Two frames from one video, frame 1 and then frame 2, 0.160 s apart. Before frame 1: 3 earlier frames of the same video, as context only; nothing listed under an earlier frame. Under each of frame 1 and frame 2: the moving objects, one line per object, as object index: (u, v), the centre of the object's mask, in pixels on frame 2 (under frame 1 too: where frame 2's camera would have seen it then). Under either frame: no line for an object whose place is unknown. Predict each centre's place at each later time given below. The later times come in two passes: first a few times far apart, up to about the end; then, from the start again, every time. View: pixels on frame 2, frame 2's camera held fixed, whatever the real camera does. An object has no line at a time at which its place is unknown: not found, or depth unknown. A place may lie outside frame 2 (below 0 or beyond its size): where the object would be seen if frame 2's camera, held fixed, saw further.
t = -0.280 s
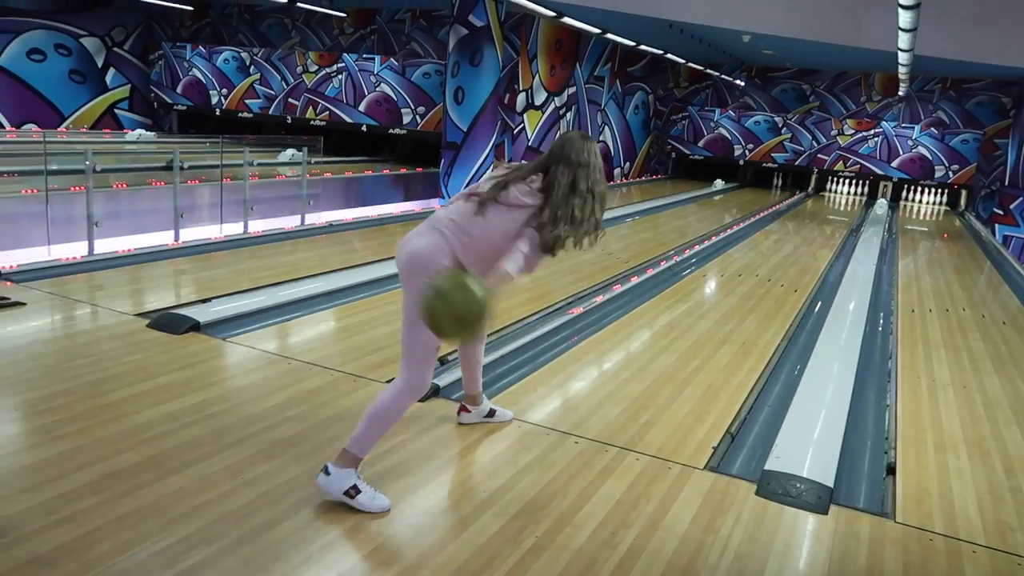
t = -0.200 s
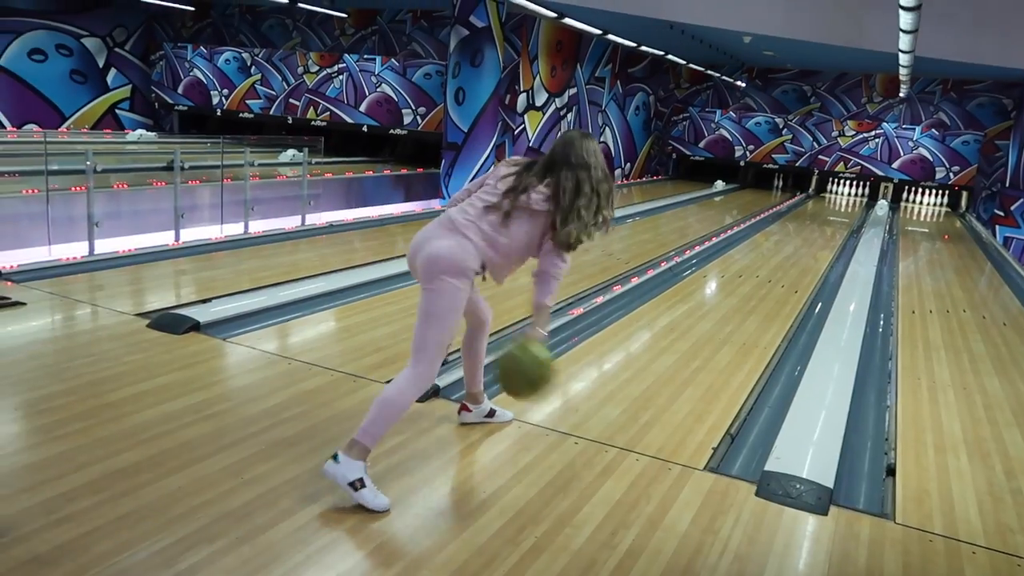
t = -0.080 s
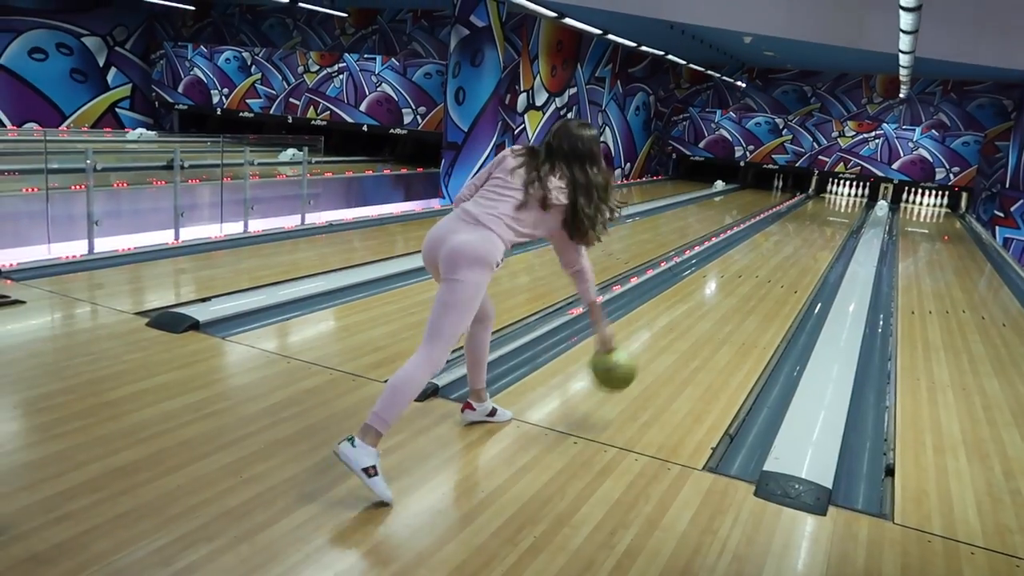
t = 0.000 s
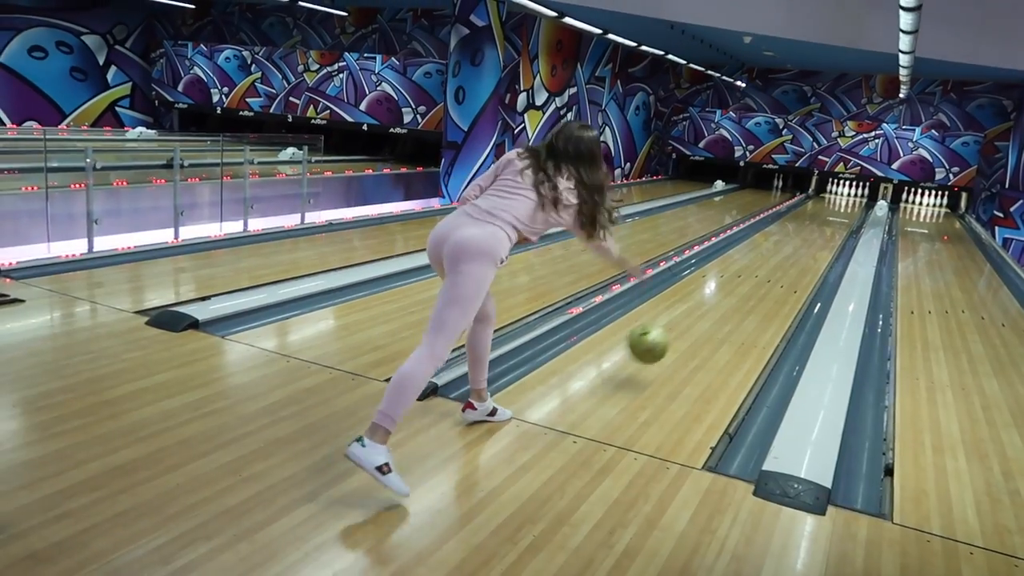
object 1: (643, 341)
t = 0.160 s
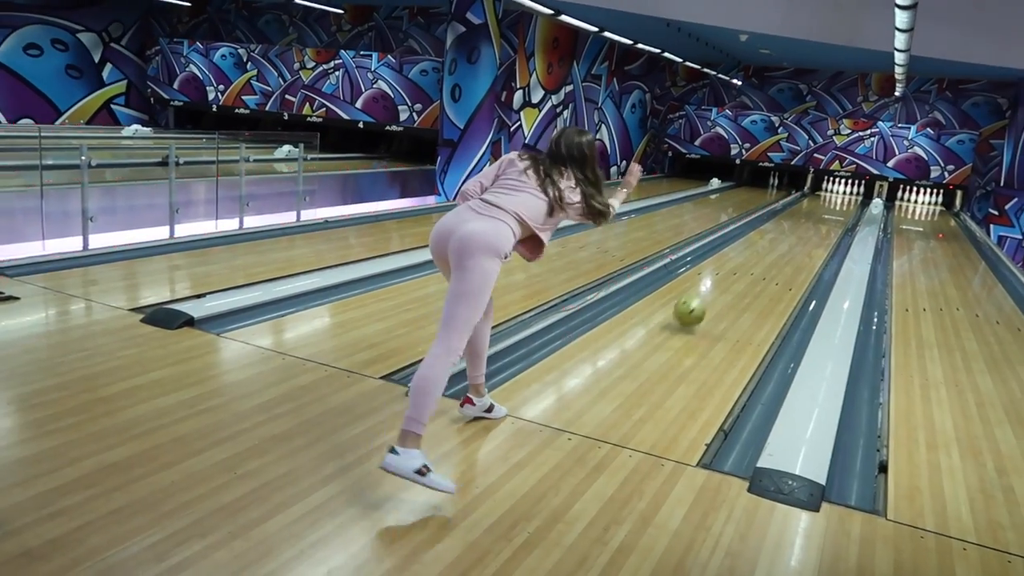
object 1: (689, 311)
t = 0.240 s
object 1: (705, 297)
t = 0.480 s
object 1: (740, 263)
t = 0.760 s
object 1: (765, 237)
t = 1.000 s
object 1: (780, 224)
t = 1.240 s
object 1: (790, 213)
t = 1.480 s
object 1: (798, 205)
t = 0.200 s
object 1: (698, 302)
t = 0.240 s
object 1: (705, 297)
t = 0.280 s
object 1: (713, 291)
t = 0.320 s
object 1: (720, 284)
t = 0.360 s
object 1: (725, 279)
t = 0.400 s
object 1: (730, 273)
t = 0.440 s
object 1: (735, 268)
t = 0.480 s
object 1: (740, 263)
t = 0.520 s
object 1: (745, 258)
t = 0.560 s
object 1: (749, 255)
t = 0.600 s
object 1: (753, 251)
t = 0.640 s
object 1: (756, 247)
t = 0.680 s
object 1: (759, 244)
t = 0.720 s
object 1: (762, 241)
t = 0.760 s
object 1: (765, 237)
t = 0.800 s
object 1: (768, 235)
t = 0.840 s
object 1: (770, 233)
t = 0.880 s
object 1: (773, 230)
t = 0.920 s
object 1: (776, 228)
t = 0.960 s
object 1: (777, 226)
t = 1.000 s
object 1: (780, 224)
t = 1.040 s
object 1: (782, 222)
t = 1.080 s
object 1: (784, 220)
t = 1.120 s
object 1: (785, 218)
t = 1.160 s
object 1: (787, 216)
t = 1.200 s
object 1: (789, 215)
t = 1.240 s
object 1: (790, 213)
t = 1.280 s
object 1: (792, 212)
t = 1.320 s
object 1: (793, 210)
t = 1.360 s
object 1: (795, 209)
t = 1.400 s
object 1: (796, 209)
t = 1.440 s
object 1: (798, 206)
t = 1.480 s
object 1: (798, 205)
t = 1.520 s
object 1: (799, 204)
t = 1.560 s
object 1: (800, 203)
